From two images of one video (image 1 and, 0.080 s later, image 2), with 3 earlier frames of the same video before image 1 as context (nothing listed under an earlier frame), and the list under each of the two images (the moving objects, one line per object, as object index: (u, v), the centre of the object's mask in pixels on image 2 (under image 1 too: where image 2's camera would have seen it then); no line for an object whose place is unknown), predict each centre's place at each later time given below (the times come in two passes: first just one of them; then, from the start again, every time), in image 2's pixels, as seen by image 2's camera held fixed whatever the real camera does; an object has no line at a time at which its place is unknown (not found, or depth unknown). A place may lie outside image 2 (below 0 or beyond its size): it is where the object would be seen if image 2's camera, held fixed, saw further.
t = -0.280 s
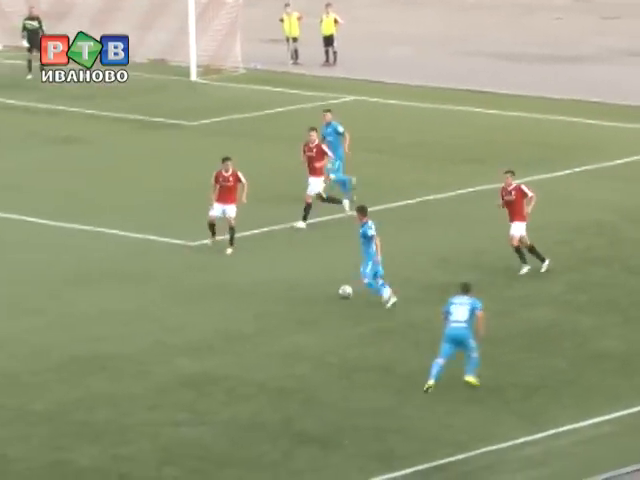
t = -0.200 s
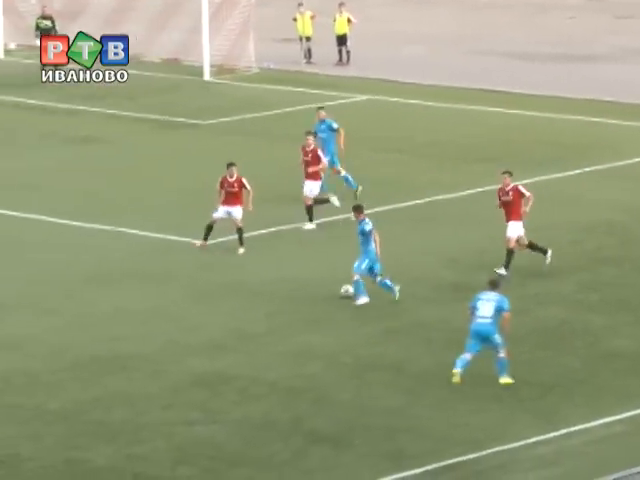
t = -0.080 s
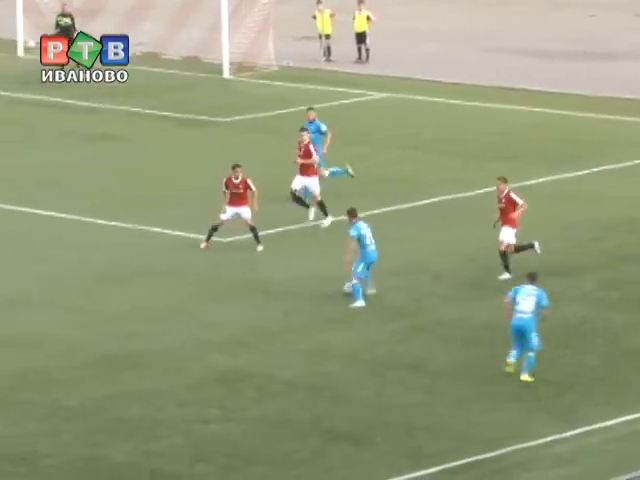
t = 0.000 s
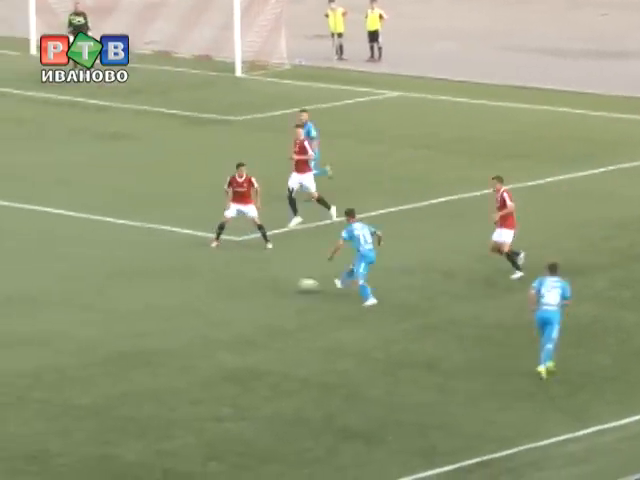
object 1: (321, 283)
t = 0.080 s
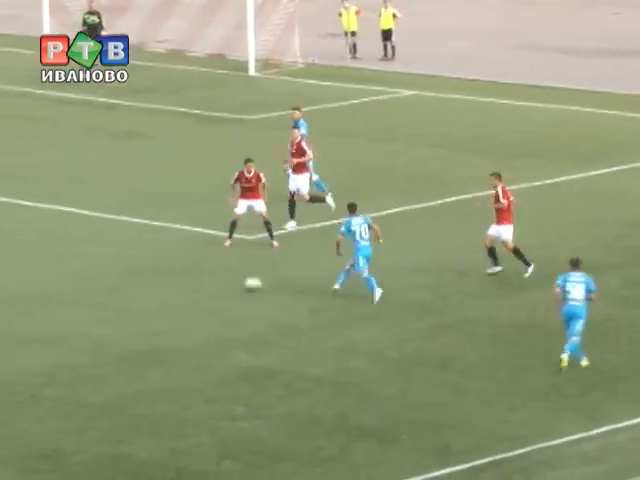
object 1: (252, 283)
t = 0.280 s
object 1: (100, 283)
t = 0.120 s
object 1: (219, 283)
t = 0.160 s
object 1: (188, 283)
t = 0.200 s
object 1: (158, 283)
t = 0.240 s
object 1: (127, 283)
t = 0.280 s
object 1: (100, 283)
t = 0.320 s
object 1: (73, 283)
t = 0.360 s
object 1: (45, 283)
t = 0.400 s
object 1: (19, 282)
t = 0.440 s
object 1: (-6, 283)
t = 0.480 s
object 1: (-30, 283)
